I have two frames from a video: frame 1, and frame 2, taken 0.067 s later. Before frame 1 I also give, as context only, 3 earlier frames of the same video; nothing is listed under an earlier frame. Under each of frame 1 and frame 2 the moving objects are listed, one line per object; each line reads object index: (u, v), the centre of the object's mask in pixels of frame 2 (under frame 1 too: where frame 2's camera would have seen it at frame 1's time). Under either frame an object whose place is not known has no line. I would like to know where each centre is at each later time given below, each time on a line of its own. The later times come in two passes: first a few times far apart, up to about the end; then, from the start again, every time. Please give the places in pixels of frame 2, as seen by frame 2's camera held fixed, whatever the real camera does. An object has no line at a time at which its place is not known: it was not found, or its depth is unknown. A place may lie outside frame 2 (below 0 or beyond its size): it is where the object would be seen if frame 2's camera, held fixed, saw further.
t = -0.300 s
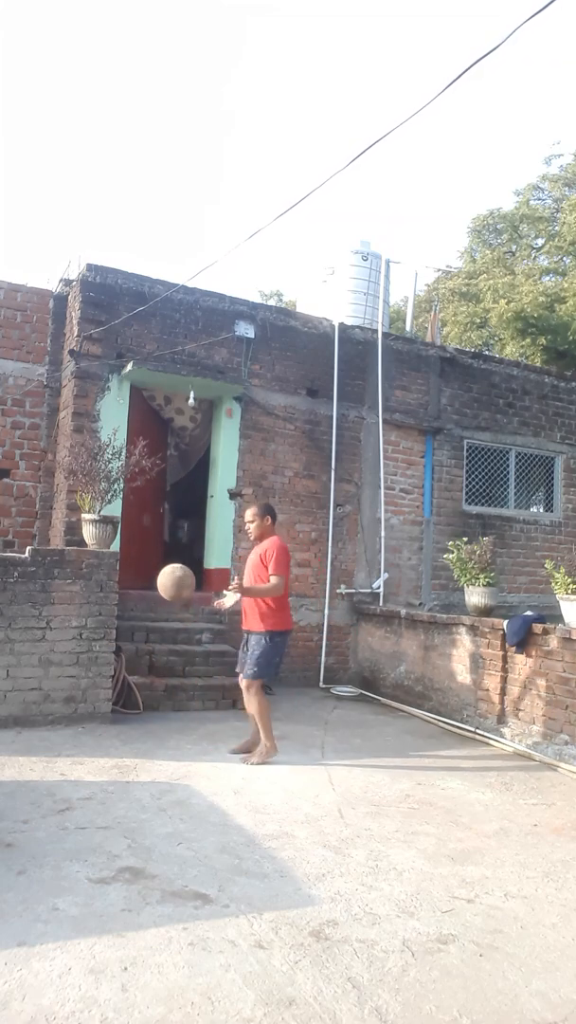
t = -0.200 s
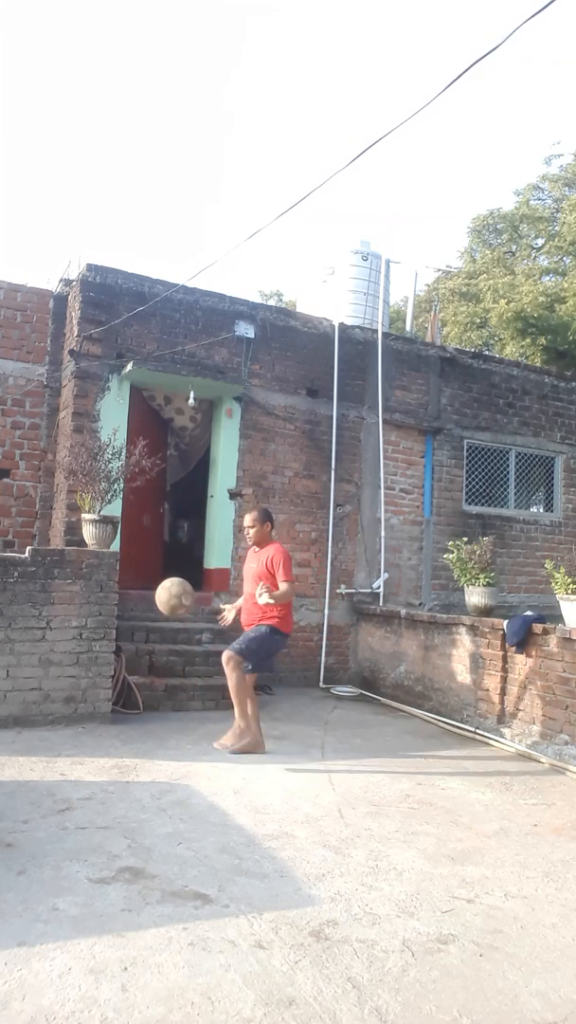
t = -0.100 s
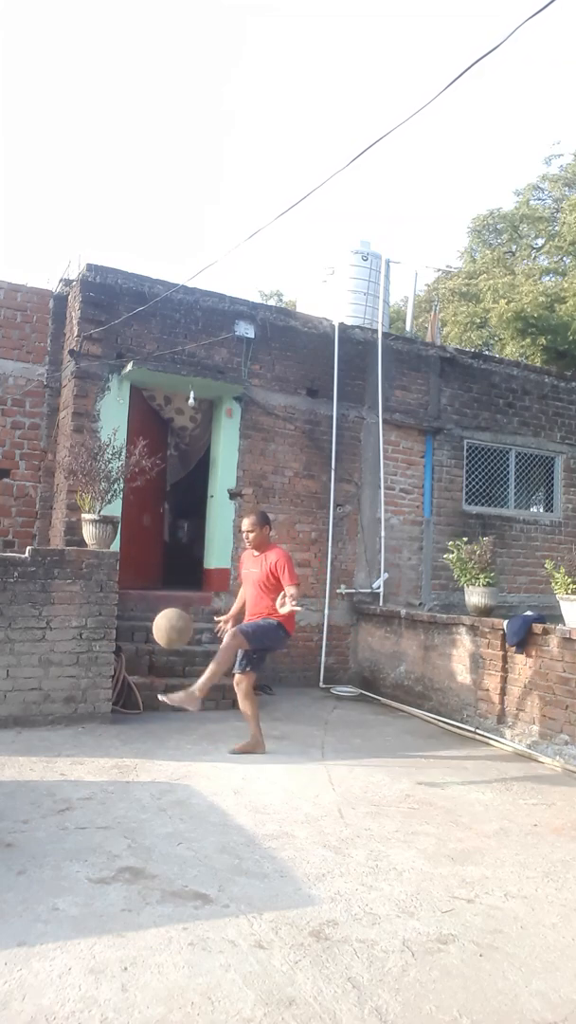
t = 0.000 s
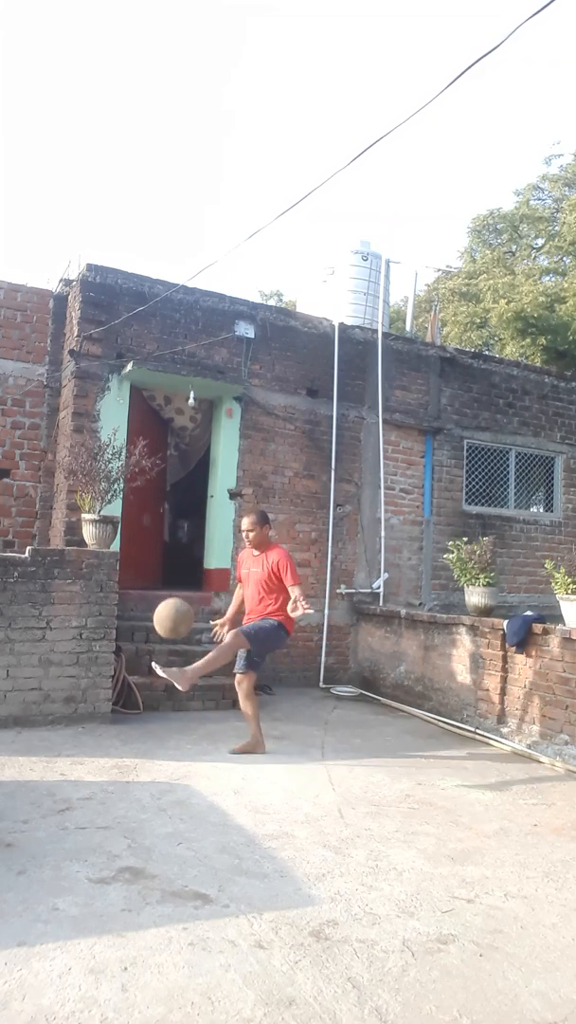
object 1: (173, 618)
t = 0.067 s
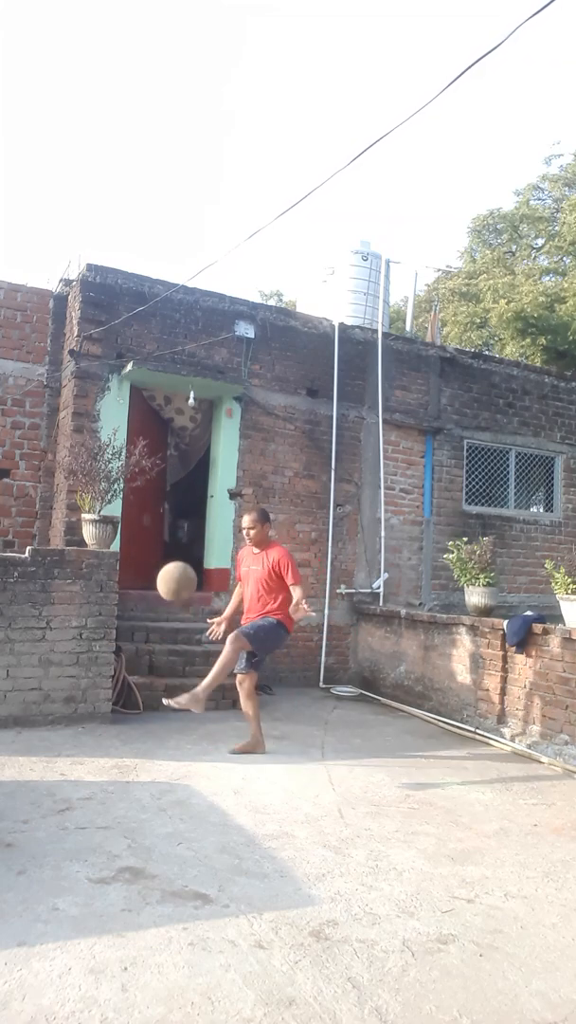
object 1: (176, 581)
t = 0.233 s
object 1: (182, 525)
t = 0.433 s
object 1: (186, 519)
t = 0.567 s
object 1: (186, 552)
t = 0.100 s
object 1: (178, 566)
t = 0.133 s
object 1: (179, 553)
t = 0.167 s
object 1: (180, 542)
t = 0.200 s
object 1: (181, 532)
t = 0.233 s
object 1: (182, 525)
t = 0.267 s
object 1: (183, 519)
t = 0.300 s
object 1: (184, 515)
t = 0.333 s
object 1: (185, 514)
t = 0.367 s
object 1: (185, 514)
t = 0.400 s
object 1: (186, 515)
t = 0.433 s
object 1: (186, 519)
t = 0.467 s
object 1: (186, 524)
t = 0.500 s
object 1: (186, 532)
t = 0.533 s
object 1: (186, 541)
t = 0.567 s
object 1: (186, 552)
